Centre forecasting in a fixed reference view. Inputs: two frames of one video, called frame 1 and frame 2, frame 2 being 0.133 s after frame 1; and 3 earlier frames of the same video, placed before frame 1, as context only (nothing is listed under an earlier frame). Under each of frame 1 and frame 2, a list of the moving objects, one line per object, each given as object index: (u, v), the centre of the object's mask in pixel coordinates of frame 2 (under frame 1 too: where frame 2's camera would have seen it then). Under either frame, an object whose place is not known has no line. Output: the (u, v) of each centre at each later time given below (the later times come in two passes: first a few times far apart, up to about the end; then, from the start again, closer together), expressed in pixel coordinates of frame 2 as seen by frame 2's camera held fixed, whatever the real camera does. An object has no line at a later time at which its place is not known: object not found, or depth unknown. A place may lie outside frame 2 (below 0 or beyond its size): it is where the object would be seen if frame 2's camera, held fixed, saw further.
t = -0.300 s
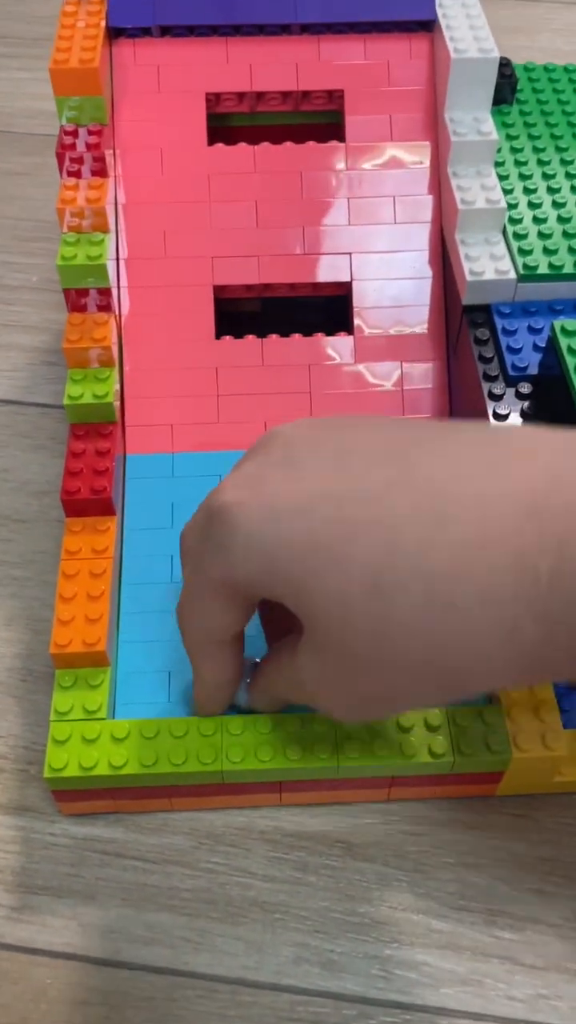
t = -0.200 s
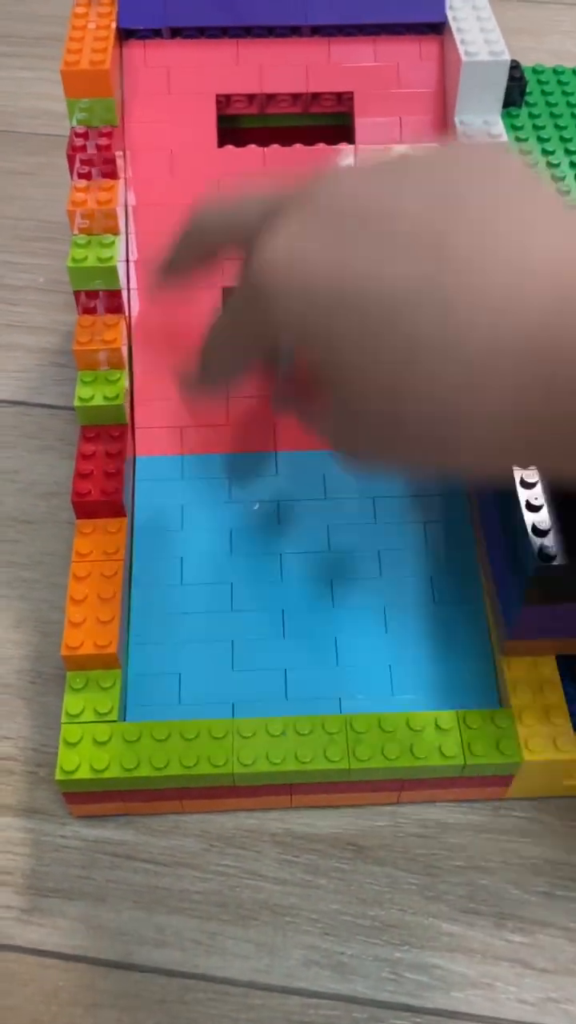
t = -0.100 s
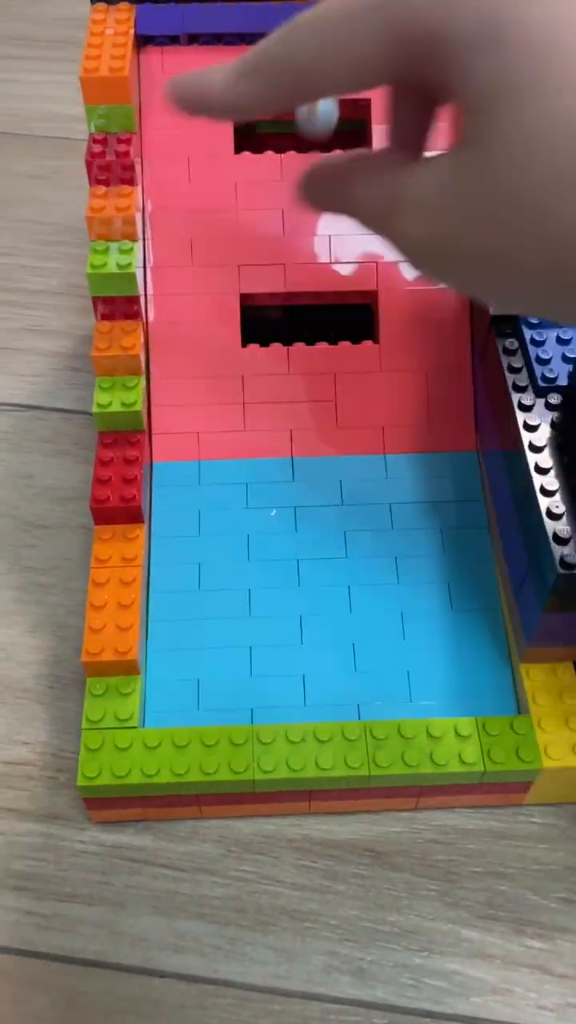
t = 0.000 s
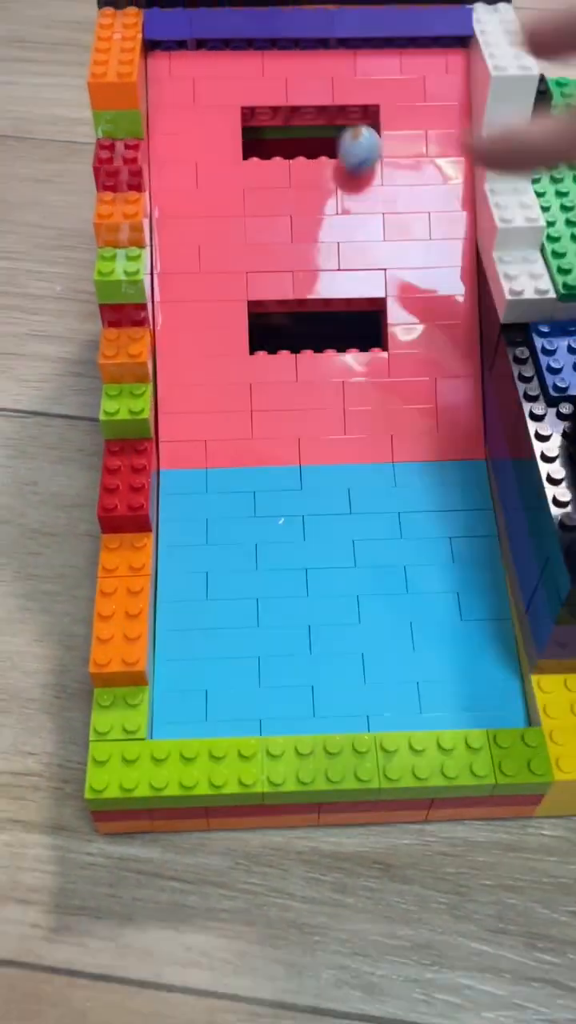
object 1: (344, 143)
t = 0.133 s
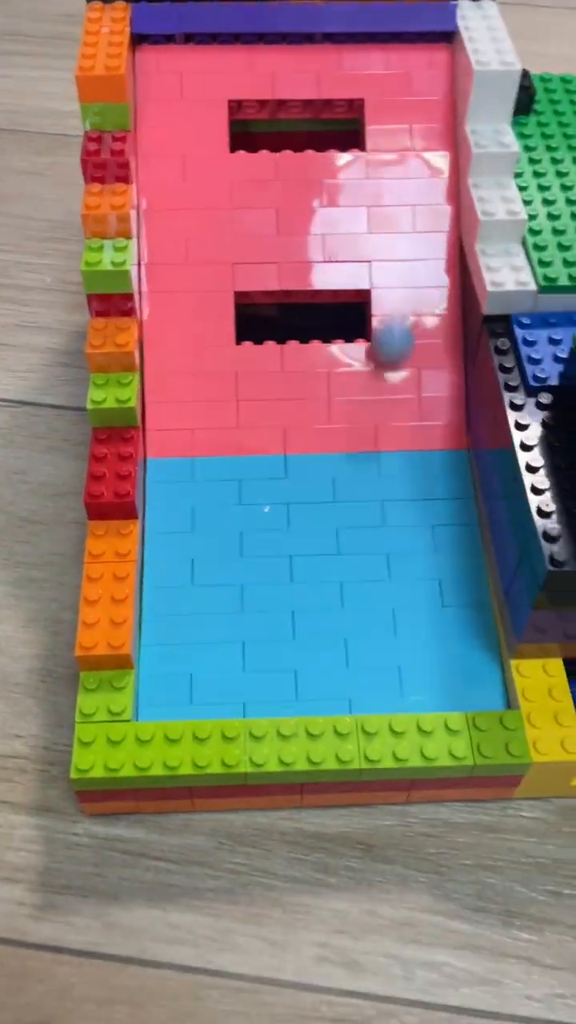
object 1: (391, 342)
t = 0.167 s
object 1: (406, 418)
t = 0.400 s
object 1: (481, 662)
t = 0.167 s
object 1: (406, 418)
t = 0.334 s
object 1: (478, 651)
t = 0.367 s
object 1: (480, 654)
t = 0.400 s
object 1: (481, 662)
